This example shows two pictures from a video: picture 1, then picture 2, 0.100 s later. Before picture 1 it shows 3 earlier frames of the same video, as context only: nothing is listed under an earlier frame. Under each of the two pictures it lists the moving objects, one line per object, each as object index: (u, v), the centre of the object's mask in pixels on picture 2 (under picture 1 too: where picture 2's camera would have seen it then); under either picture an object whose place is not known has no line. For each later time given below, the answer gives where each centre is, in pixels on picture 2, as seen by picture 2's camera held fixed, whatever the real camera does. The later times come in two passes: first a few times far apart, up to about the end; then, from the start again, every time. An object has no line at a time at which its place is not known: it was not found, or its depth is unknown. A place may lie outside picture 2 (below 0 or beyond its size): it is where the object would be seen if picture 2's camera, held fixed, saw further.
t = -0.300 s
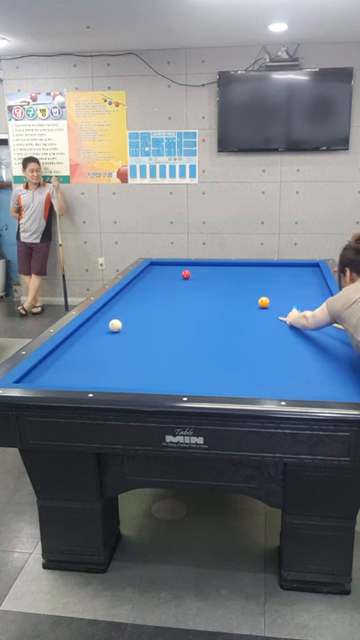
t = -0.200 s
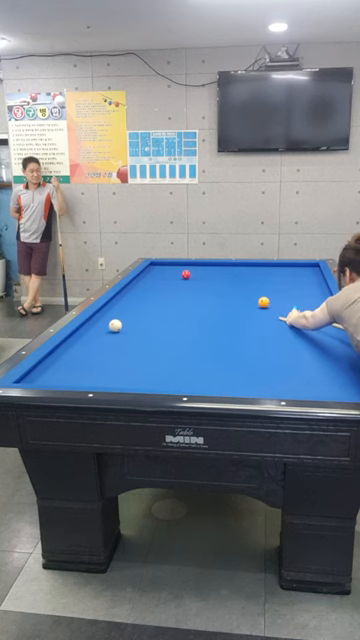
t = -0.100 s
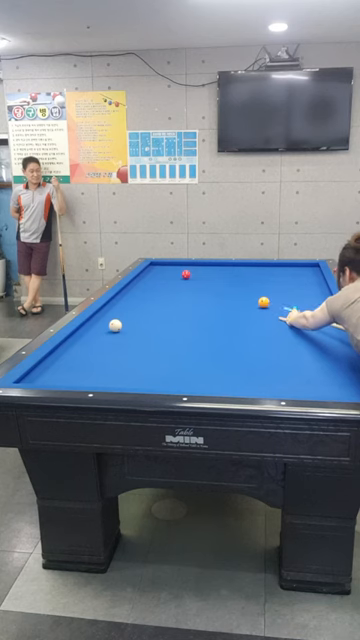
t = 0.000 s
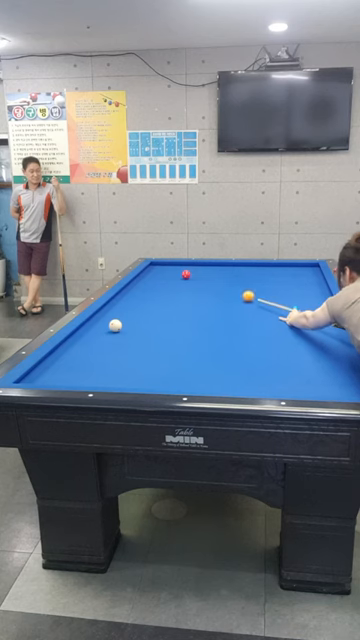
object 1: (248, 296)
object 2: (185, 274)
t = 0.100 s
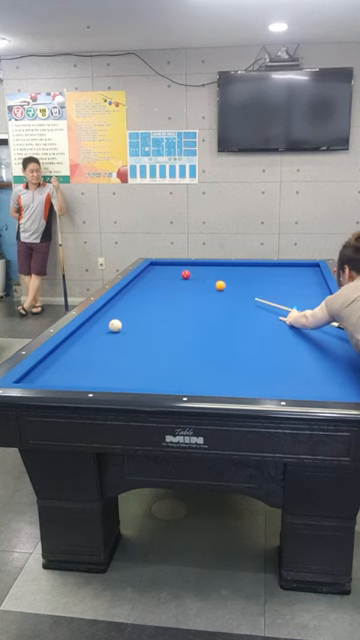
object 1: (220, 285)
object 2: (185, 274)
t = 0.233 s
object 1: (195, 275)
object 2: (181, 274)
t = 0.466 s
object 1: (212, 263)
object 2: (160, 271)
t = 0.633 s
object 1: (227, 269)
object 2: (187, 271)
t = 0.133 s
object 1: (212, 282)
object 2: (185, 274)
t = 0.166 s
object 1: (205, 279)
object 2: (185, 274)
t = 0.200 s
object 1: (197, 277)
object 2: (185, 274)
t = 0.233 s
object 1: (195, 275)
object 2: (181, 274)
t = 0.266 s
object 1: (199, 273)
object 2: (172, 273)
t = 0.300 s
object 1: (202, 271)
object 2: (163, 273)
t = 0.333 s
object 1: (205, 269)
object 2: (154, 272)
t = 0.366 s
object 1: (207, 268)
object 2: (146, 272)
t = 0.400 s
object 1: (209, 266)
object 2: (147, 271)
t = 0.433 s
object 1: (211, 264)
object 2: (154, 271)
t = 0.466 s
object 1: (212, 263)
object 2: (160, 271)
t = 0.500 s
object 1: (215, 264)
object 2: (166, 271)
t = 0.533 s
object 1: (218, 265)
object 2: (172, 271)
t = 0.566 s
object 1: (221, 267)
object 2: (177, 271)
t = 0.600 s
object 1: (223, 268)
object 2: (182, 270)
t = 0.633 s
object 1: (227, 269)
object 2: (187, 271)
